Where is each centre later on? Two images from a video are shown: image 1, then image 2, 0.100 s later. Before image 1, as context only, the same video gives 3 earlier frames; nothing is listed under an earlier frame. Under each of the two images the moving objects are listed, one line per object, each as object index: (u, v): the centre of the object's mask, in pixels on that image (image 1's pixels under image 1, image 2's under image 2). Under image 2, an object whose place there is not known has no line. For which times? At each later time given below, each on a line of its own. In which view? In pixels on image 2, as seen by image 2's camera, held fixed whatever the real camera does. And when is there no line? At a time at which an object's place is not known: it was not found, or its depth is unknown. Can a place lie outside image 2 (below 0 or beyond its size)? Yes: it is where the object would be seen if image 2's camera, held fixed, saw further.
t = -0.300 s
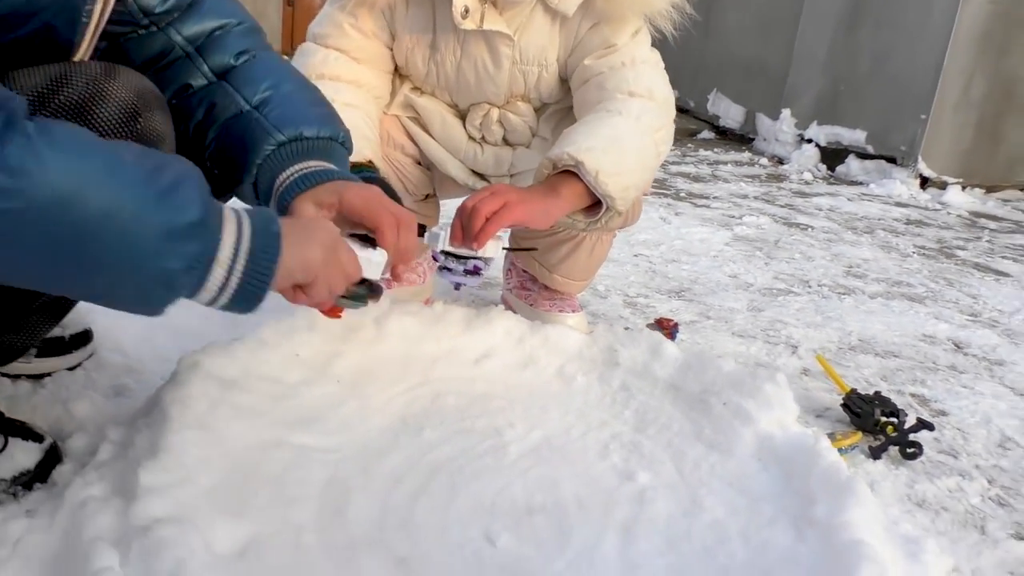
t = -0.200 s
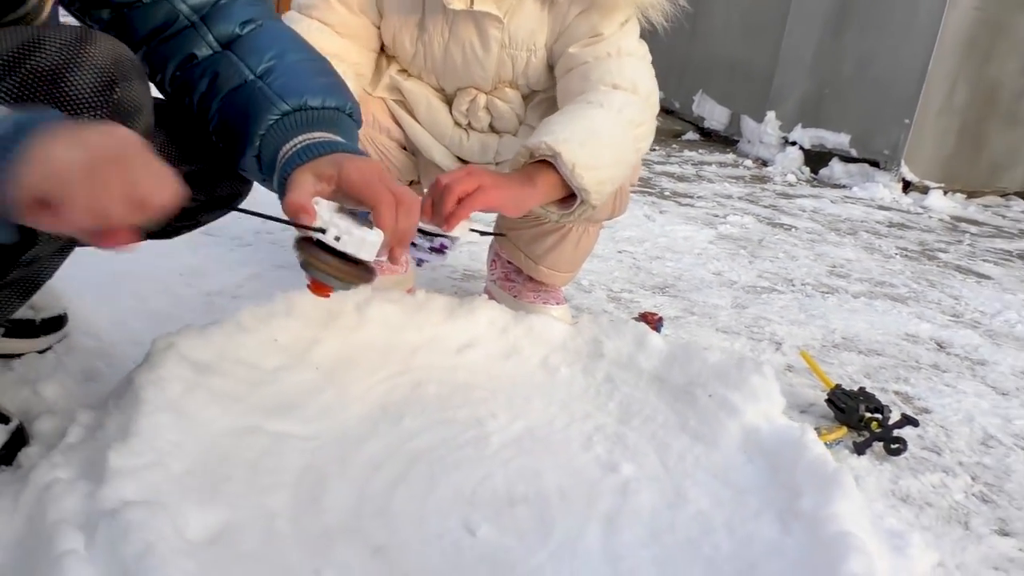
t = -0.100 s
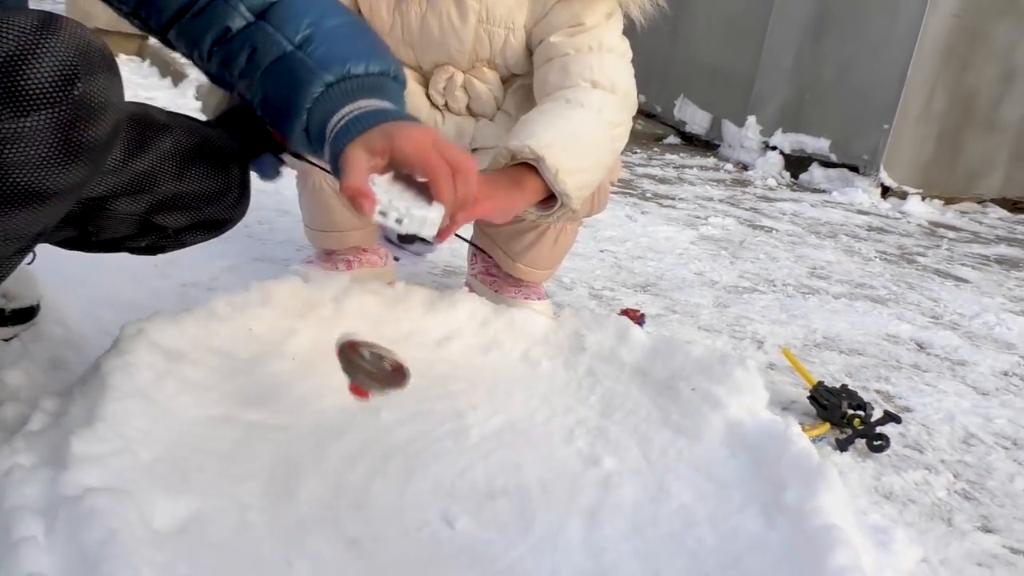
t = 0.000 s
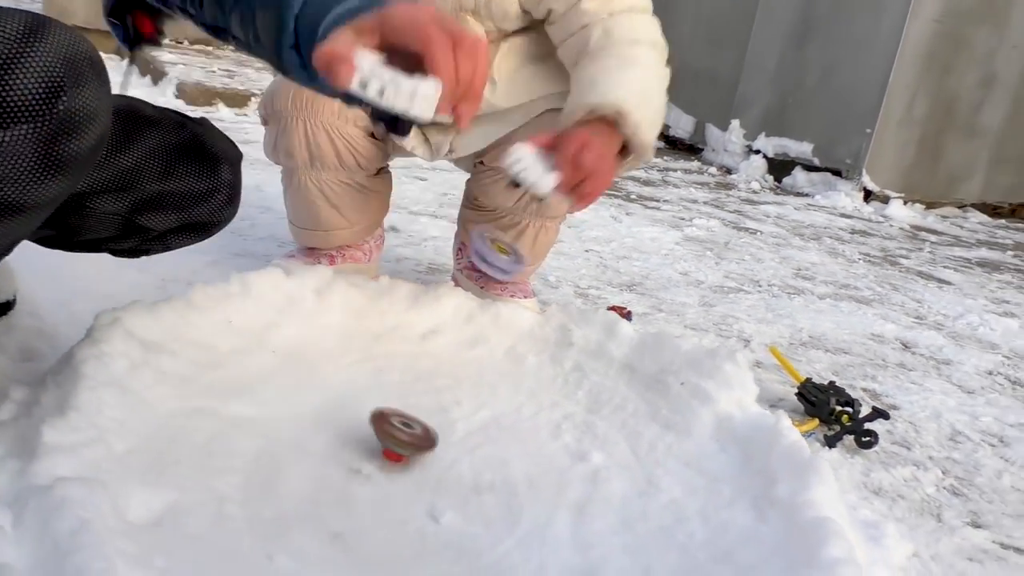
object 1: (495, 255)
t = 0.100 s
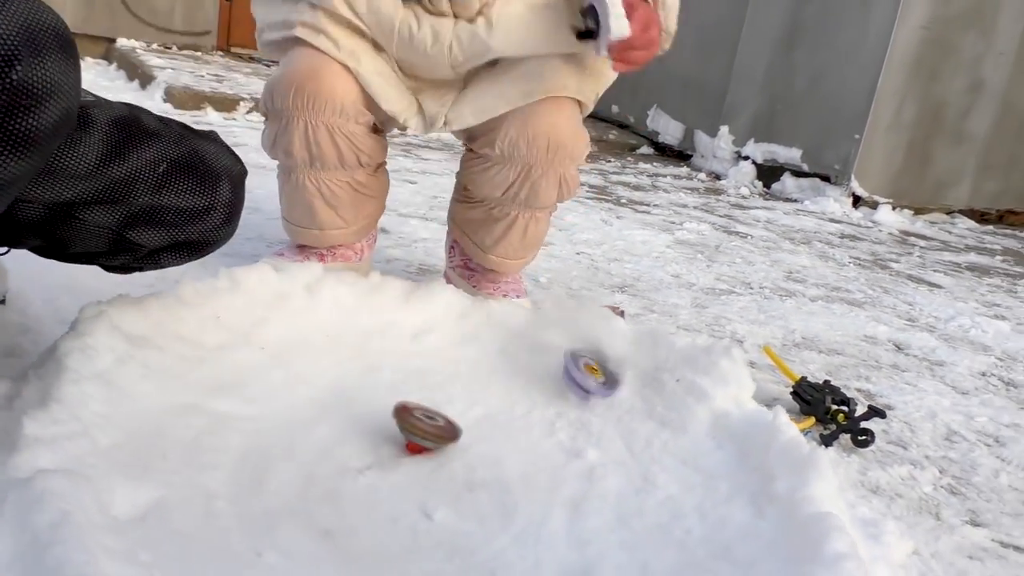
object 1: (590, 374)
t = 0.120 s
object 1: (591, 390)
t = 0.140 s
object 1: (586, 404)
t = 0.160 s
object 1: (580, 423)
